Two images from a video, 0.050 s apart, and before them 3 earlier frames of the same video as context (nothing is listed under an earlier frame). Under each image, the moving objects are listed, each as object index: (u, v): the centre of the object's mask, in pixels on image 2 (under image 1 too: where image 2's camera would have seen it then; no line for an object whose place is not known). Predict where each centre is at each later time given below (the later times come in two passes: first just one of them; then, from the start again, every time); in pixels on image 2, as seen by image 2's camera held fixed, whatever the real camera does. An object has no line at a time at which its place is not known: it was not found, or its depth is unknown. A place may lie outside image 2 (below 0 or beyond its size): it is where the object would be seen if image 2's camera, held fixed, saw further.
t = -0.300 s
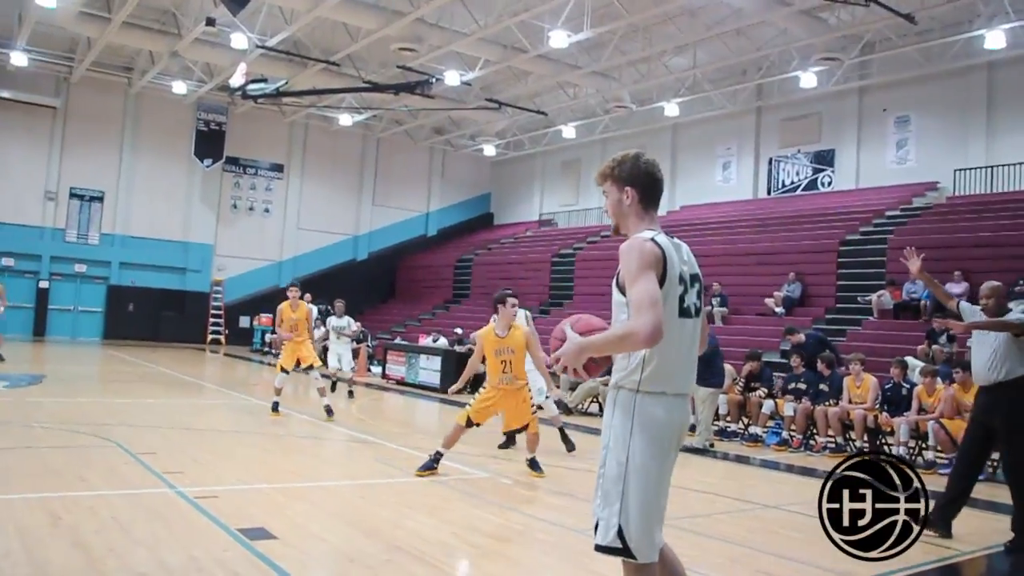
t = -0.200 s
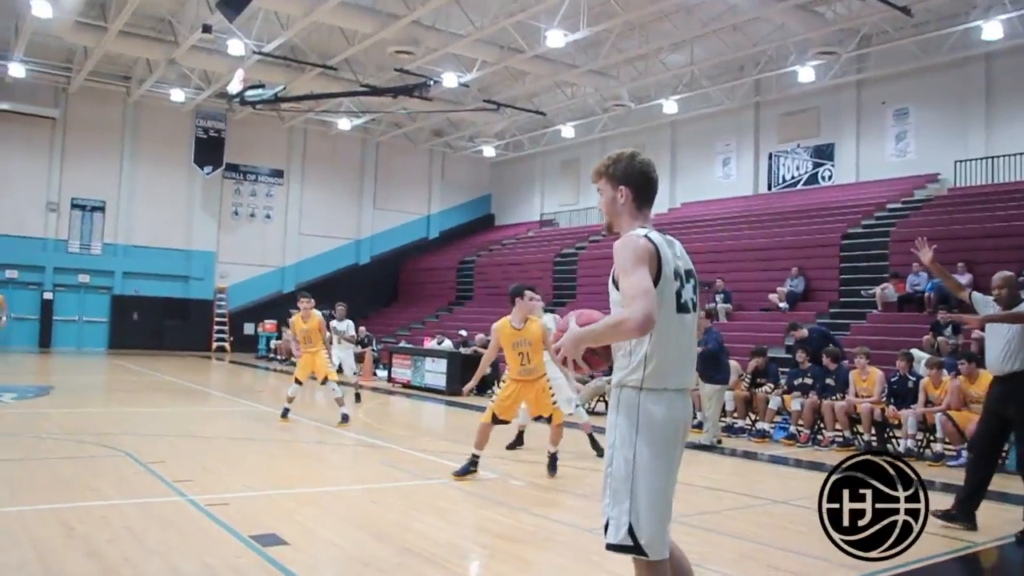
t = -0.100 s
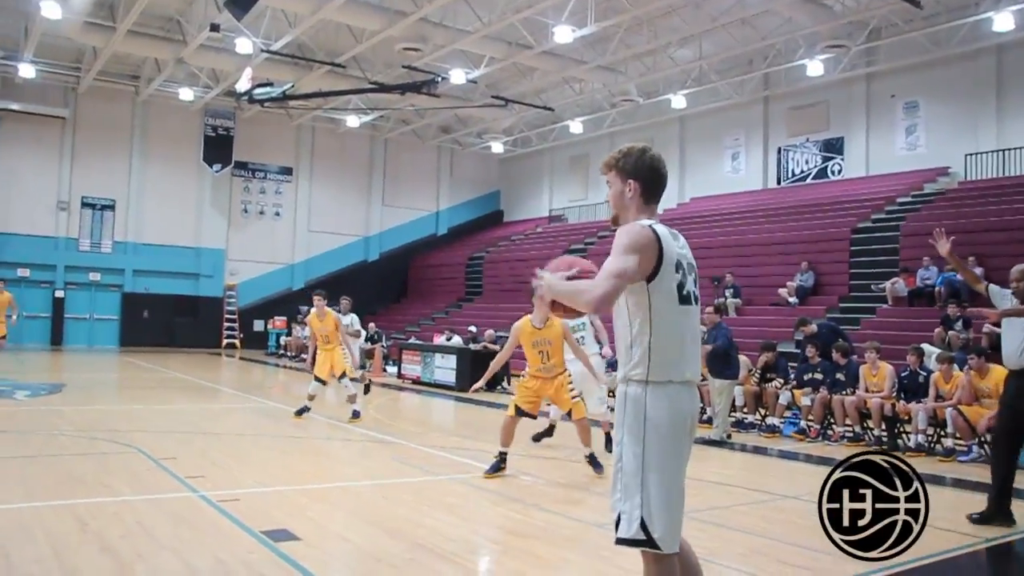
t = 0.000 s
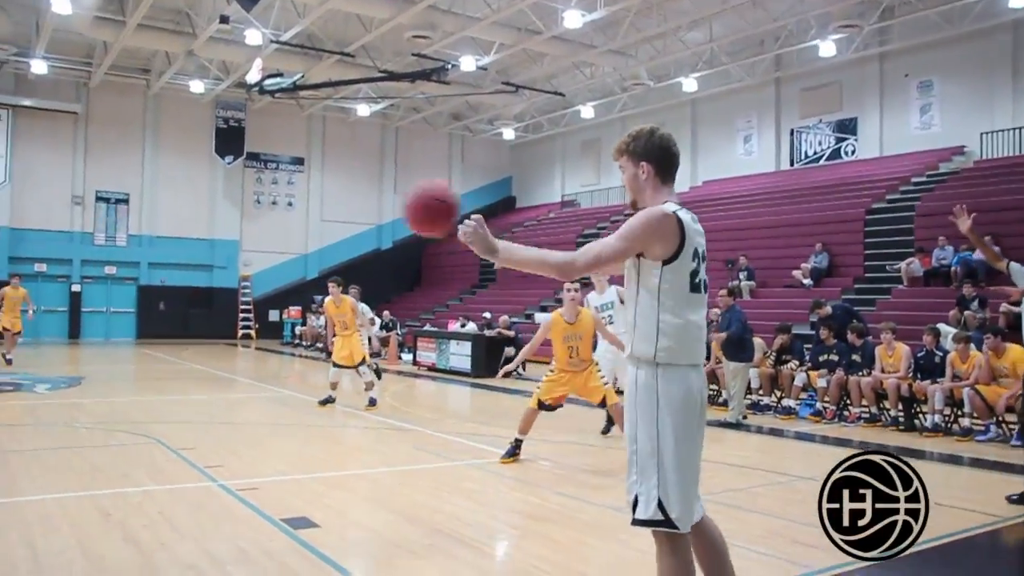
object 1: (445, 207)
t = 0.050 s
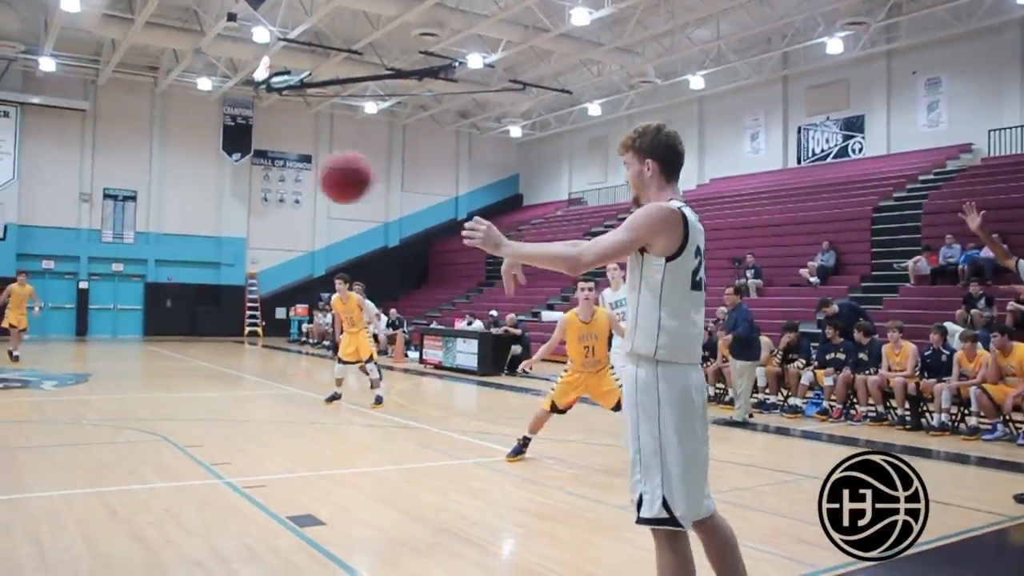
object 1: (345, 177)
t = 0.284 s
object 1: (54, 136)
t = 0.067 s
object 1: (318, 169)
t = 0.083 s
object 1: (291, 163)
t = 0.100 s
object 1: (265, 157)
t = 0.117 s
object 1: (242, 153)
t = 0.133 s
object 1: (220, 149)
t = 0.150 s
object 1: (196, 145)
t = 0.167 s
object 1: (176, 142)
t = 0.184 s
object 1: (157, 140)
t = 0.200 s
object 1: (138, 138)
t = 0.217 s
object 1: (118, 136)
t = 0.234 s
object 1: (102, 135)
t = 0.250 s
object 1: (84, 135)
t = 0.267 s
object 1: (69, 134)
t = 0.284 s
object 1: (54, 136)
